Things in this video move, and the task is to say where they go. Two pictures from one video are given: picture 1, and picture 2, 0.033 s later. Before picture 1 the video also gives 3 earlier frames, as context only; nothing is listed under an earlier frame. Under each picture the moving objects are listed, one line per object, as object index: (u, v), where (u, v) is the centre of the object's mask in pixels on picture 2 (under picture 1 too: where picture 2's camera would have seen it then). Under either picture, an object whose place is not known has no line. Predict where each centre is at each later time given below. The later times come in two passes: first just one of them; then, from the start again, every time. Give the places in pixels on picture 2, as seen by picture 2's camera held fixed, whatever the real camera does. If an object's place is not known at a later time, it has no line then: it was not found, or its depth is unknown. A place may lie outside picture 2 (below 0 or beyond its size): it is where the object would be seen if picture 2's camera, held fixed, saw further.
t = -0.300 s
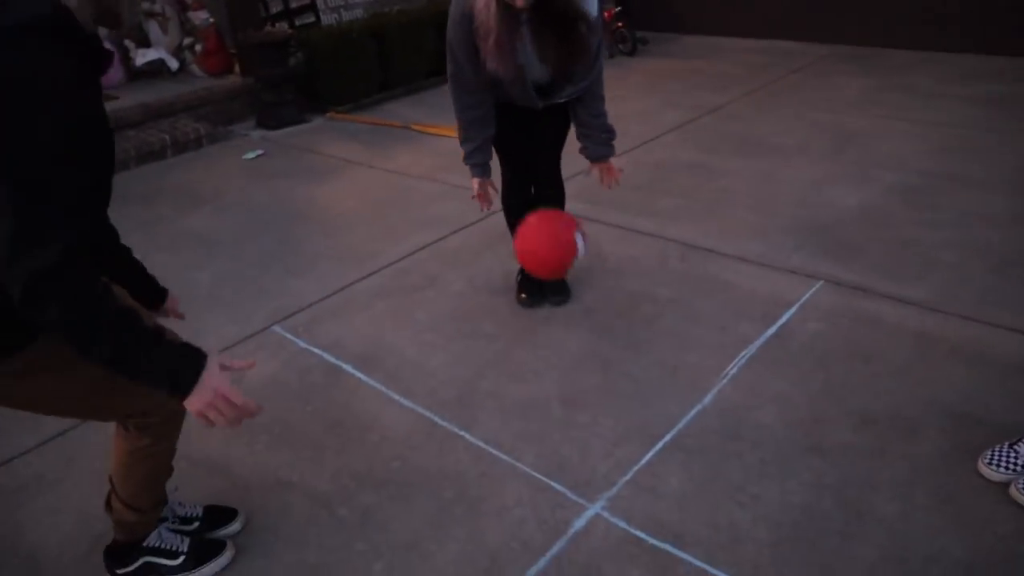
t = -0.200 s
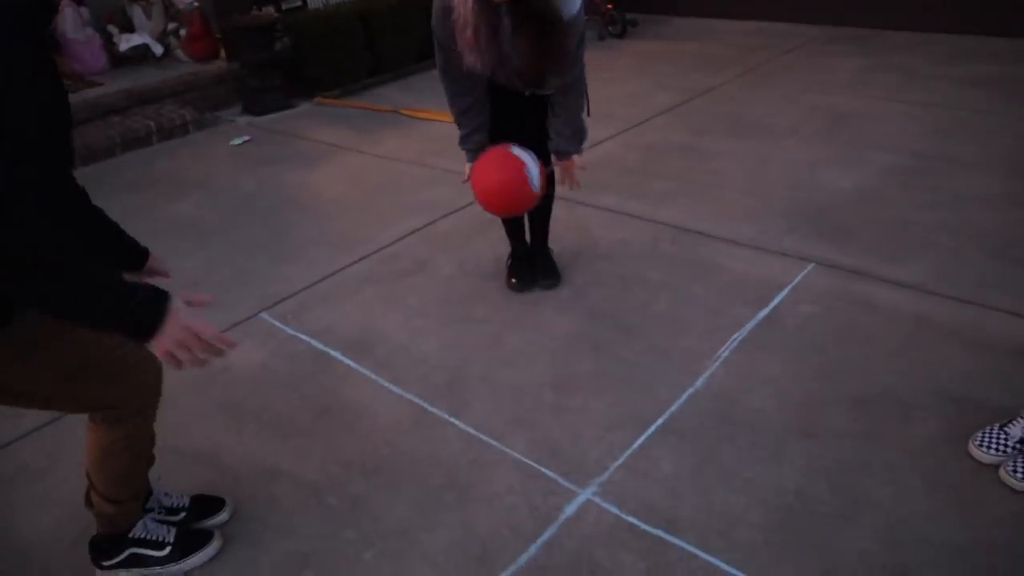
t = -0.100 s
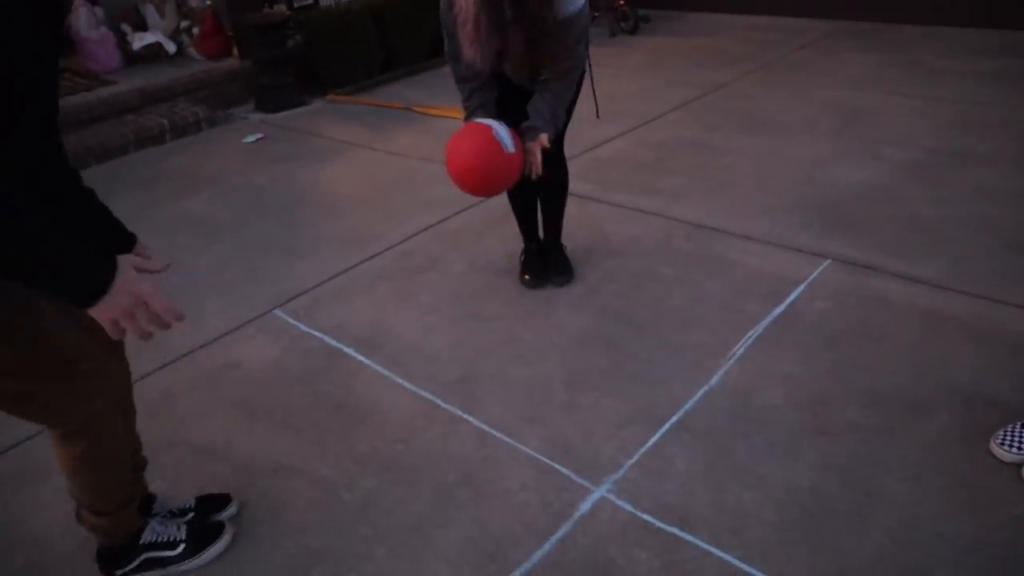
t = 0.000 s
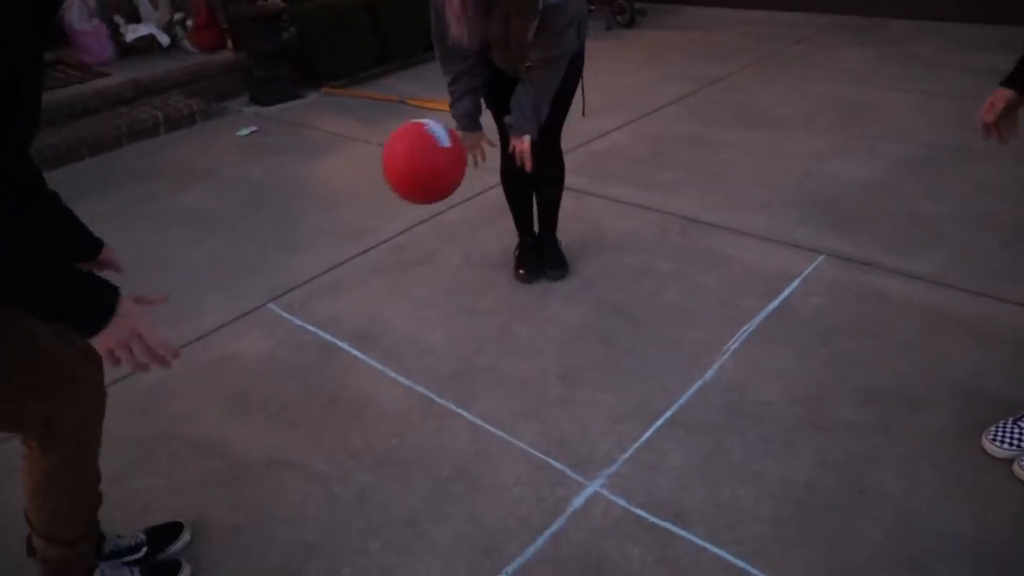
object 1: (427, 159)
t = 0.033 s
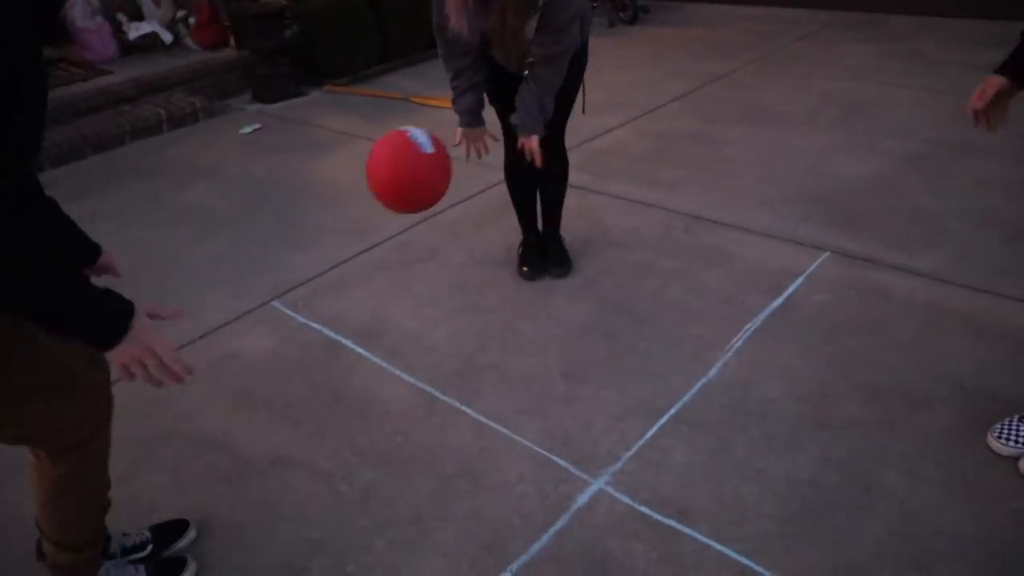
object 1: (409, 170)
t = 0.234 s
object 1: (305, 326)
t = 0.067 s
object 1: (390, 185)
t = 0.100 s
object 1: (371, 205)
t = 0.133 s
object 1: (353, 229)
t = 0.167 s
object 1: (336, 257)
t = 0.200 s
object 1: (320, 289)
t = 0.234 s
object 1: (305, 326)
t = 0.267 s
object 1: (292, 364)
